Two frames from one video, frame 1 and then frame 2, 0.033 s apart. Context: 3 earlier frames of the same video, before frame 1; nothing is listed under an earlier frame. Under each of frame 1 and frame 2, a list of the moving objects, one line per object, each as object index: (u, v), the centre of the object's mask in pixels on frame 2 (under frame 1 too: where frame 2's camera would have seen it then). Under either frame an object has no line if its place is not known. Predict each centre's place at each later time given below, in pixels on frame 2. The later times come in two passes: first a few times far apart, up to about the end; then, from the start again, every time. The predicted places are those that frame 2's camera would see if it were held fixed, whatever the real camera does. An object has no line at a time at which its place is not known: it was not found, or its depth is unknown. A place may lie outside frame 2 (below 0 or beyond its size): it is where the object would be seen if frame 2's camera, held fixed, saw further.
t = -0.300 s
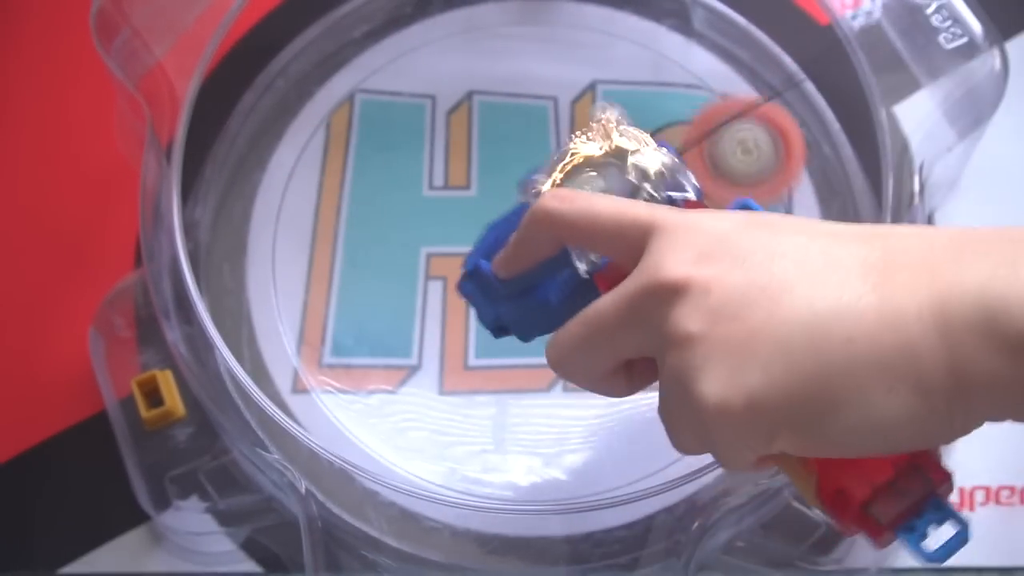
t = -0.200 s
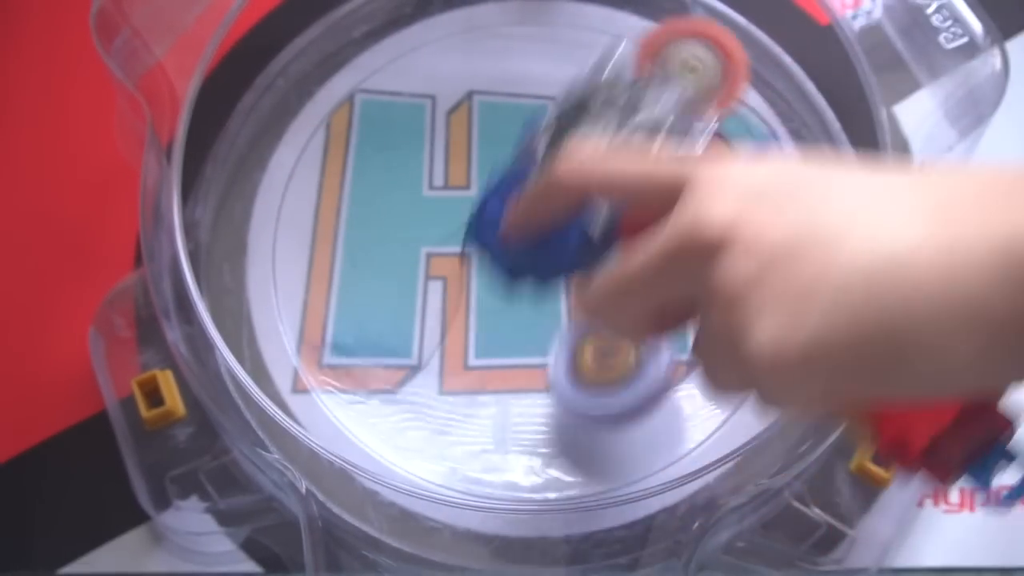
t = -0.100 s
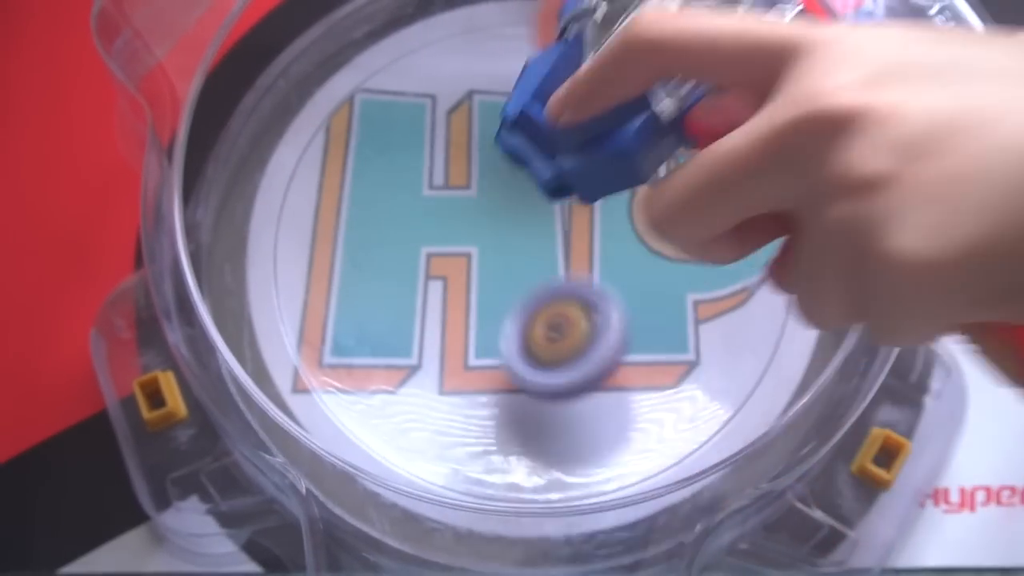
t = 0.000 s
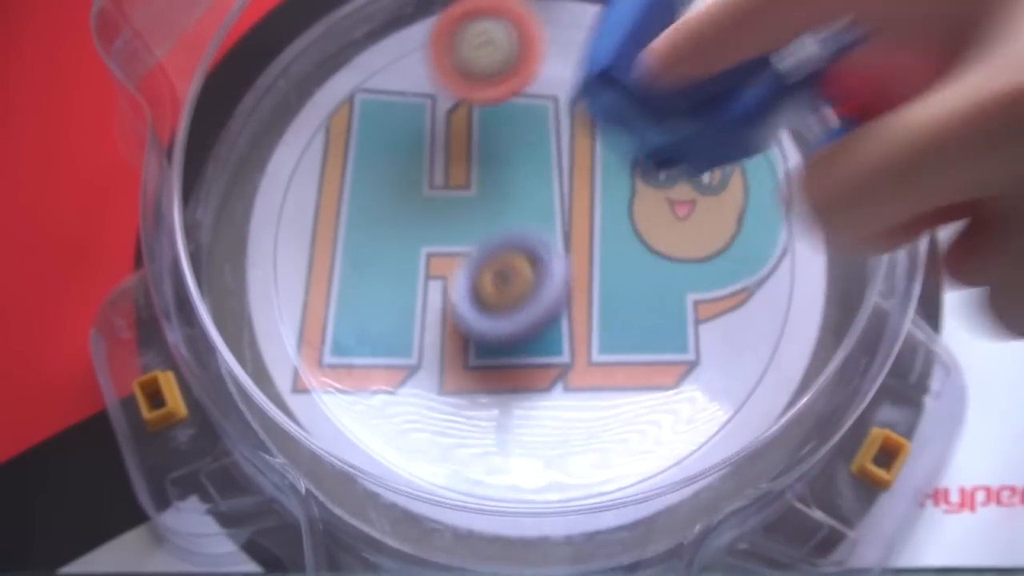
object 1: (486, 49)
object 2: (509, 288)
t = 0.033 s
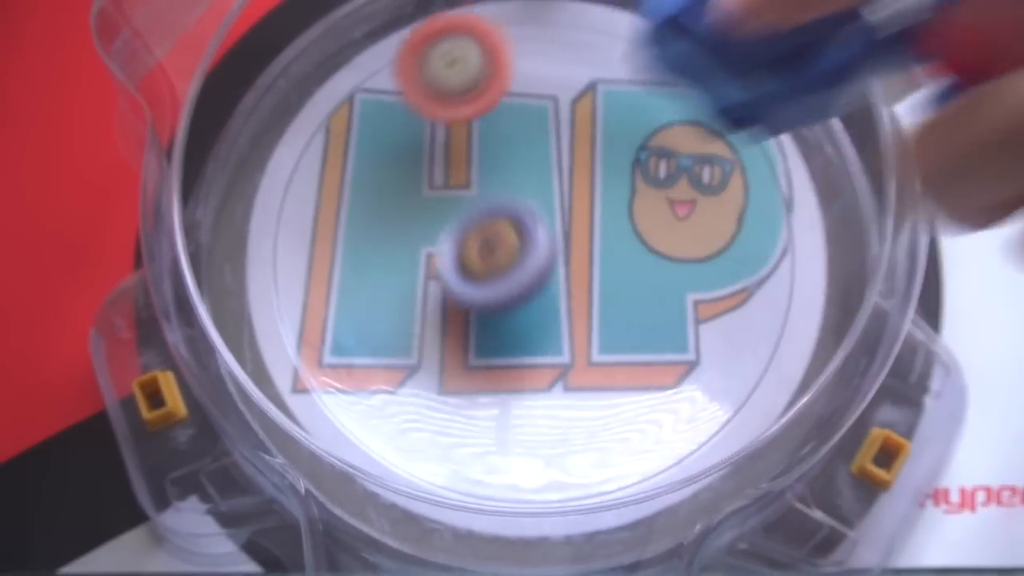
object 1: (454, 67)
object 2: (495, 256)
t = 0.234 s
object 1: (254, 124)
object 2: (581, 213)
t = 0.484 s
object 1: (394, 301)
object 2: (682, 178)
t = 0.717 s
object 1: (650, 323)
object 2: (627, 163)
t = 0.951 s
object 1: (679, 200)
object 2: (499, 188)
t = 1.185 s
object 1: (523, 128)
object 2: (430, 216)
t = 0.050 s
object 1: (440, 78)
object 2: (487, 242)
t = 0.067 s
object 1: (427, 91)
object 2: (481, 232)
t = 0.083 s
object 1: (416, 104)
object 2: (476, 220)
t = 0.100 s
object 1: (399, 110)
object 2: (489, 206)
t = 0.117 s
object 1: (374, 105)
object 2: (491, 216)
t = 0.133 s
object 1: (350, 102)
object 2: (505, 217)
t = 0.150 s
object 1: (329, 101)
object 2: (519, 214)
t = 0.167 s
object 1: (310, 101)
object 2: (531, 214)
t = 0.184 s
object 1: (294, 104)
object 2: (544, 216)
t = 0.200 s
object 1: (279, 110)
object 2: (557, 216)
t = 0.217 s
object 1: (265, 117)
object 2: (569, 213)
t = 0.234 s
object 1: (254, 124)
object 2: (581, 213)
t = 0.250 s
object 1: (246, 133)
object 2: (594, 213)
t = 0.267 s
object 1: (239, 143)
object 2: (605, 210)
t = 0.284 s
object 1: (235, 153)
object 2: (617, 207)
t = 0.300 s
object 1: (238, 162)
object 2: (627, 207)
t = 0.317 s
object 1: (244, 173)
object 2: (636, 202)
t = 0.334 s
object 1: (252, 185)
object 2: (643, 200)
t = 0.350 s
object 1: (264, 198)
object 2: (651, 198)
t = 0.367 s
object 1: (276, 212)
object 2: (657, 196)
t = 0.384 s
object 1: (293, 229)
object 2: (663, 193)
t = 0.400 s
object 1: (308, 243)
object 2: (670, 188)
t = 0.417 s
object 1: (325, 258)
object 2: (674, 185)
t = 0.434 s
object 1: (341, 269)
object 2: (677, 182)
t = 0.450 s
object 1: (357, 281)
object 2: (680, 181)
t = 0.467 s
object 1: (373, 292)
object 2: (681, 180)
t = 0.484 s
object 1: (394, 301)
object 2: (682, 178)
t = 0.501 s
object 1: (414, 313)
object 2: (682, 176)
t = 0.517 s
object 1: (434, 321)
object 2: (682, 174)
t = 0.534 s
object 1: (455, 329)
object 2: (680, 173)
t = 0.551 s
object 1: (476, 335)
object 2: (679, 171)
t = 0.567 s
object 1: (497, 340)
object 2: (677, 169)
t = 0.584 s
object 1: (516, 344)
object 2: (673, 168)
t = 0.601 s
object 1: (537, 344)
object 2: (670, 167)
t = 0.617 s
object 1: (557, 345)
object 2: (666, 165)
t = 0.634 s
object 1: (576, 345)
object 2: (660, 164)
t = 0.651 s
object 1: (593, 342)
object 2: (655, 164)
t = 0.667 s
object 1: (609, 339)
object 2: (648, 163)
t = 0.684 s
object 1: (624, 335)
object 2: (641, 162)
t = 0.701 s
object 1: (637, 331)
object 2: (634, 162)
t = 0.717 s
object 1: (650, 323)
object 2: (627, 163)
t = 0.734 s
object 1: (660, 316)
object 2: (618, 163)
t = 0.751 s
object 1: (670, 307)
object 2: (610, 164)
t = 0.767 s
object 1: (679, 298)
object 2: (601, 166)
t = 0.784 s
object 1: (686, 288)
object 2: (592, 168)
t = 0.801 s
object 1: (691, 279)
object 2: (583, 169)
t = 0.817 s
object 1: (695, 271)
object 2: (573, 170)
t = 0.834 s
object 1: (697, 261)
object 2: (564, 173)
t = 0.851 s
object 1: (698, 253)
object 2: (554, 174)
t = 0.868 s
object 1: (697, 244)
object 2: (544, 175)
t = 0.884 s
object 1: (695, 234)
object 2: (535, 179)
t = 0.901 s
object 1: (692, 226)
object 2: (526, 180)
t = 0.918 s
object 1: (689, 217)
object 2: (516, 180)
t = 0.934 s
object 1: (684, 207)
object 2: (508, 183)
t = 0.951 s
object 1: (679, 200)
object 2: (499, 188)
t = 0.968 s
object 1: (671, 190)
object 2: (491, 189)
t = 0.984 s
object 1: (664, 183)
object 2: (483, 188)
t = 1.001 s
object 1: (656, 174)
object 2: (476, 190)
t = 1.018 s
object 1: (647, 166)
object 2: (468, 196)
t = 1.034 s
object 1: (636, 158)
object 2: (461, 202)
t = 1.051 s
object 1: (627, 151)
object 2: (455, 201)
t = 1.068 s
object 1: (614, 144)
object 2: (450, 201)
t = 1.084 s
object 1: (602, 138)
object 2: (445, 205)
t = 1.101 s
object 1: (590, 134)
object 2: (441, 210)
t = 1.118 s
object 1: (578, 130)
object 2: (437, 212)
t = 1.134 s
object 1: (565, 128)
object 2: (434, 213)
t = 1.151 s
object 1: (551, 126)
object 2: (432, 215)
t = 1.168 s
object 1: (537, 126)
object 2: (430, 215)
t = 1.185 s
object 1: (523, 128)
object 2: (430, 216)
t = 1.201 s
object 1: (513, 127)
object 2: (425, 222)
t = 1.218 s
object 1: (513, 115)
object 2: (412, 235)
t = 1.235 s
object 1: (514, 105)
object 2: (398, 248)
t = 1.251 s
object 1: (514, 96)
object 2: (387, 260)
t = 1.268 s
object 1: (513, 90)
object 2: (378, 273)
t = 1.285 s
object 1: (512, 85)
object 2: (371, 284)
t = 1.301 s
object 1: (511, 82)
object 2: (364, 298)
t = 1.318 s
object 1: (509, 80)
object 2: (361, 309)
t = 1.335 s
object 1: (507, 81)
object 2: (358, 319)
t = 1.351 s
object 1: (504, 83)
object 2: (357, 329)
